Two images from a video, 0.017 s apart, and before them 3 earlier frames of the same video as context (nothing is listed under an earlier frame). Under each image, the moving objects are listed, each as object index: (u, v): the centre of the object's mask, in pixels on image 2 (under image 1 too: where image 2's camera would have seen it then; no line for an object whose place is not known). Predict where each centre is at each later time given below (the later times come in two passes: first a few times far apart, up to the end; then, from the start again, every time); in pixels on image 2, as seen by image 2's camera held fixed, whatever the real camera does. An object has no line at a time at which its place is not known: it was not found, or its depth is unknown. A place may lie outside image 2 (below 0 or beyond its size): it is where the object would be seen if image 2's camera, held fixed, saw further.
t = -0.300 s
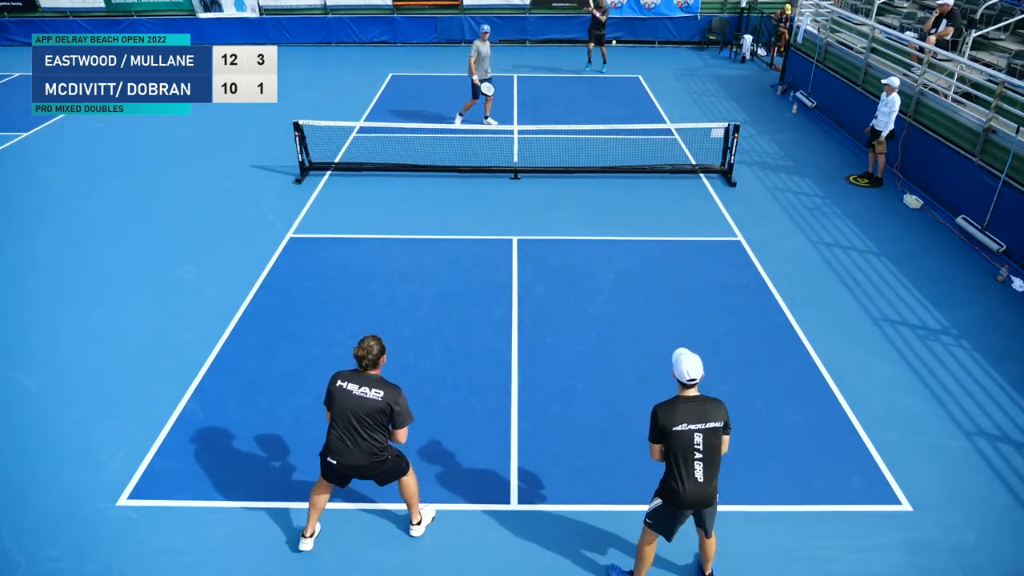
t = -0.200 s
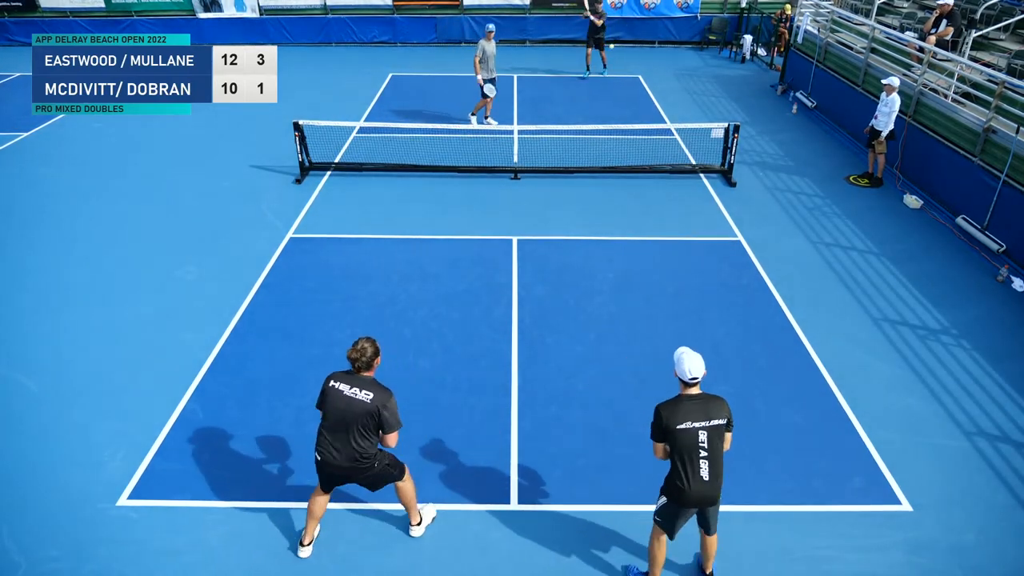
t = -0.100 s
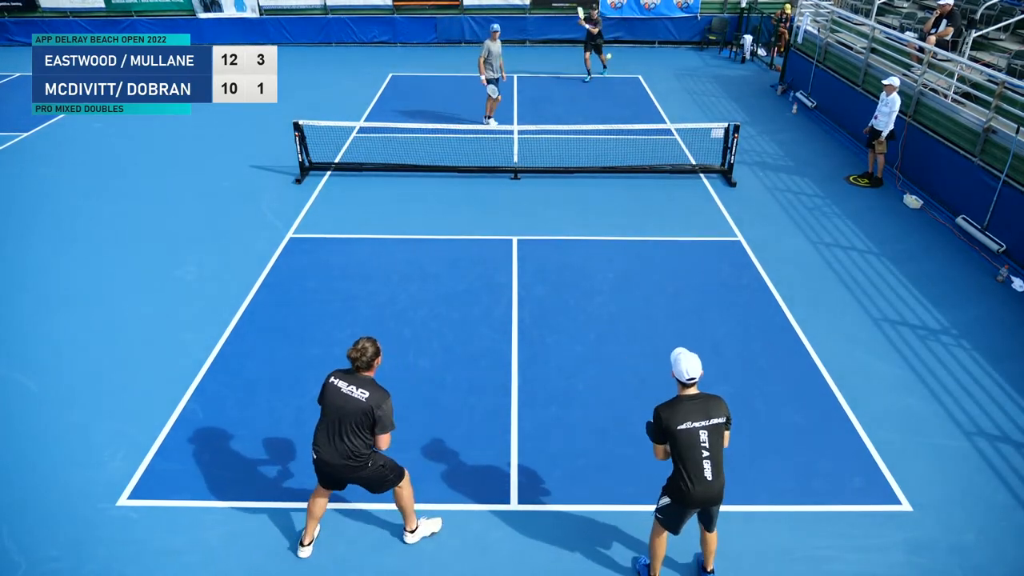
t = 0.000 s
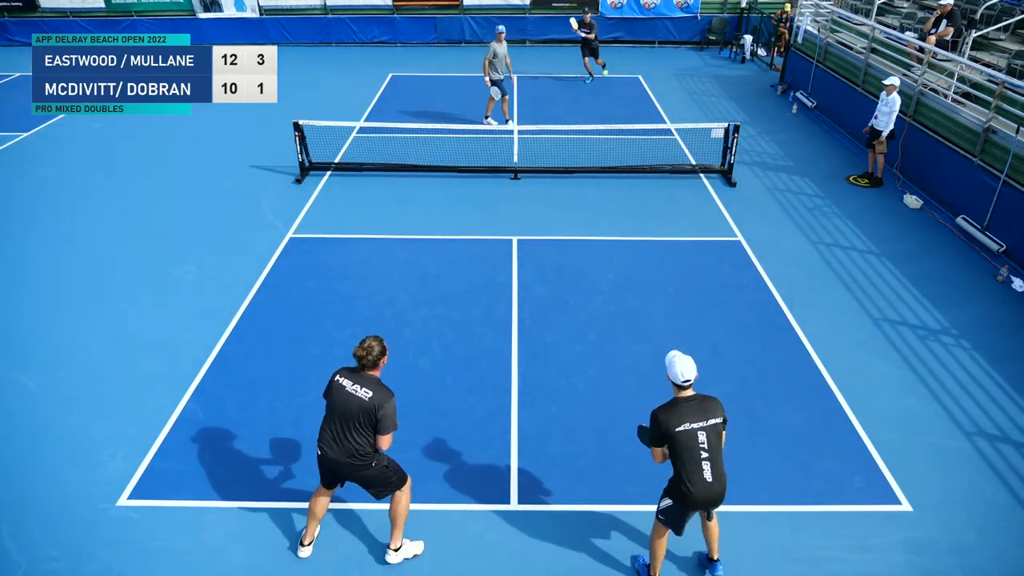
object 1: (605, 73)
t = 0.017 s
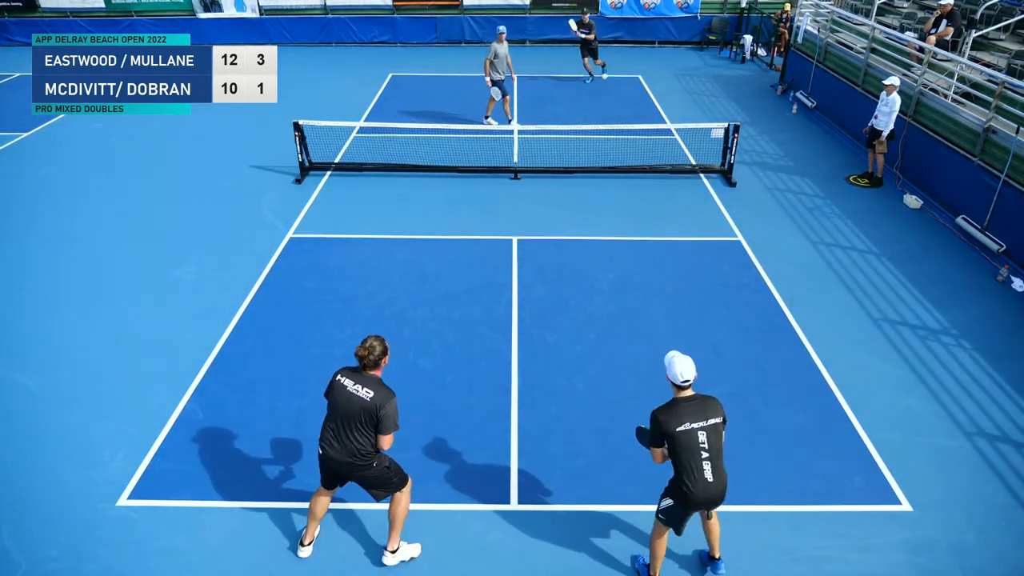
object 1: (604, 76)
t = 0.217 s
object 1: (595, 138)
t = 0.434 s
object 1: (584, 252)
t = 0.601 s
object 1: (580, 314)
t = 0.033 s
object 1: (604, 80)
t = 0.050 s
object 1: (603, 84)
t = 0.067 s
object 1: (602, 88)
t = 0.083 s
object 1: (601, 93)
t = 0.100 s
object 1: (601, 97)
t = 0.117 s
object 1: (600, 102)
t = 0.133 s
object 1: (599, 107)
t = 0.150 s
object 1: (599, 113)
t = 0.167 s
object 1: (598, 118)
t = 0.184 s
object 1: (597, 125)
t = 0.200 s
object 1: (596, 131)
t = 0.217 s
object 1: (595, 138)
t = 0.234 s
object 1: (595, 144)
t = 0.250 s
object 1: (594, 151)
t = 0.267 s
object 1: (593, 159)
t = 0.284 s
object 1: (592, 167)
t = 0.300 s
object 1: (591, 175)
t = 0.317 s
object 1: (590, 183)
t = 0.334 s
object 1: (590, 192)
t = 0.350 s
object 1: (588, 201)
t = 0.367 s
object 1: (588, 211)
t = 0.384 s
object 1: (586, 220)
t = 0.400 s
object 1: (586, 230)
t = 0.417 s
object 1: (585, 241)
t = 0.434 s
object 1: (584, 252)
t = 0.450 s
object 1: (583, 263)
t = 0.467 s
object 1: (583, 275)
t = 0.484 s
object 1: (582, 286)
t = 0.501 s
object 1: (581, 299)
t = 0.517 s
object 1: (579, 311)
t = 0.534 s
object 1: (579, 316)
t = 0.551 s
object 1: (579, 316)
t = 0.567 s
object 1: (580, 315)
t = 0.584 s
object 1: (580, 314)
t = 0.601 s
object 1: (580, 314)
